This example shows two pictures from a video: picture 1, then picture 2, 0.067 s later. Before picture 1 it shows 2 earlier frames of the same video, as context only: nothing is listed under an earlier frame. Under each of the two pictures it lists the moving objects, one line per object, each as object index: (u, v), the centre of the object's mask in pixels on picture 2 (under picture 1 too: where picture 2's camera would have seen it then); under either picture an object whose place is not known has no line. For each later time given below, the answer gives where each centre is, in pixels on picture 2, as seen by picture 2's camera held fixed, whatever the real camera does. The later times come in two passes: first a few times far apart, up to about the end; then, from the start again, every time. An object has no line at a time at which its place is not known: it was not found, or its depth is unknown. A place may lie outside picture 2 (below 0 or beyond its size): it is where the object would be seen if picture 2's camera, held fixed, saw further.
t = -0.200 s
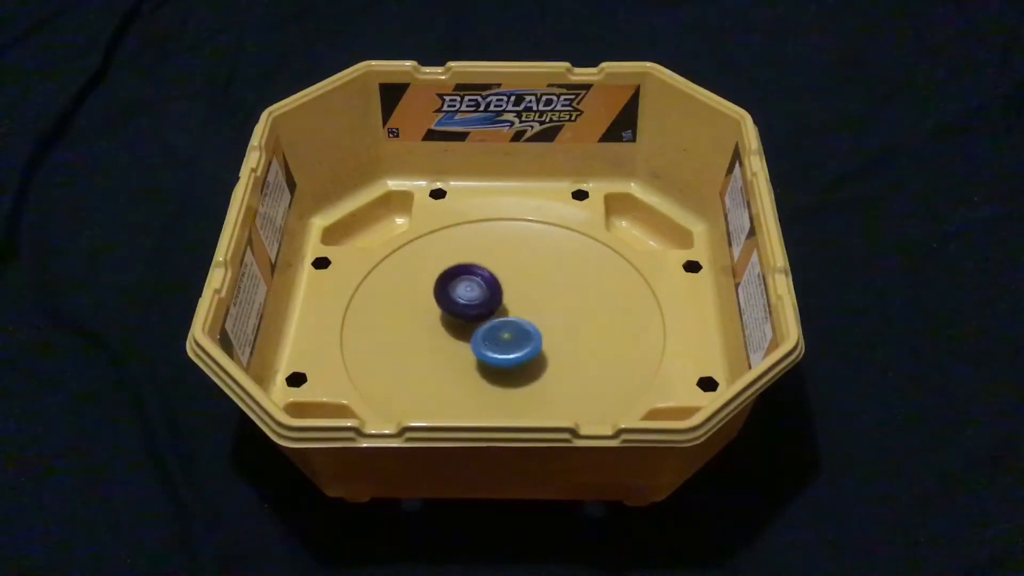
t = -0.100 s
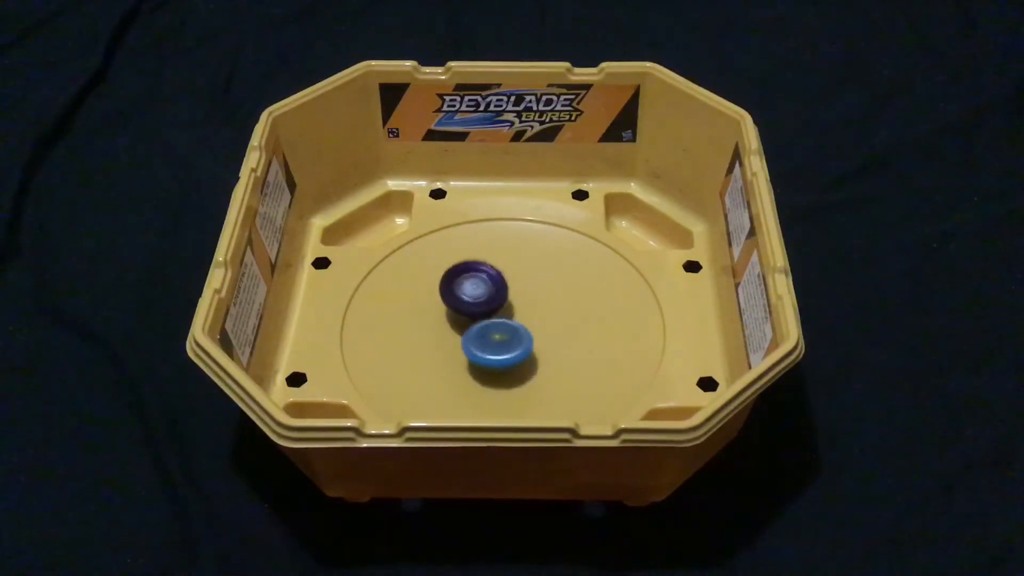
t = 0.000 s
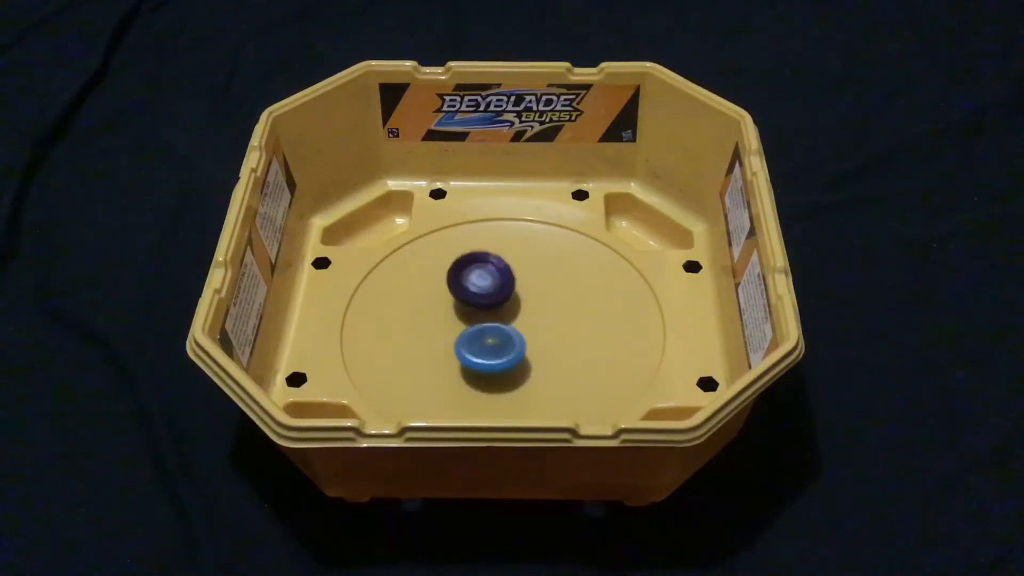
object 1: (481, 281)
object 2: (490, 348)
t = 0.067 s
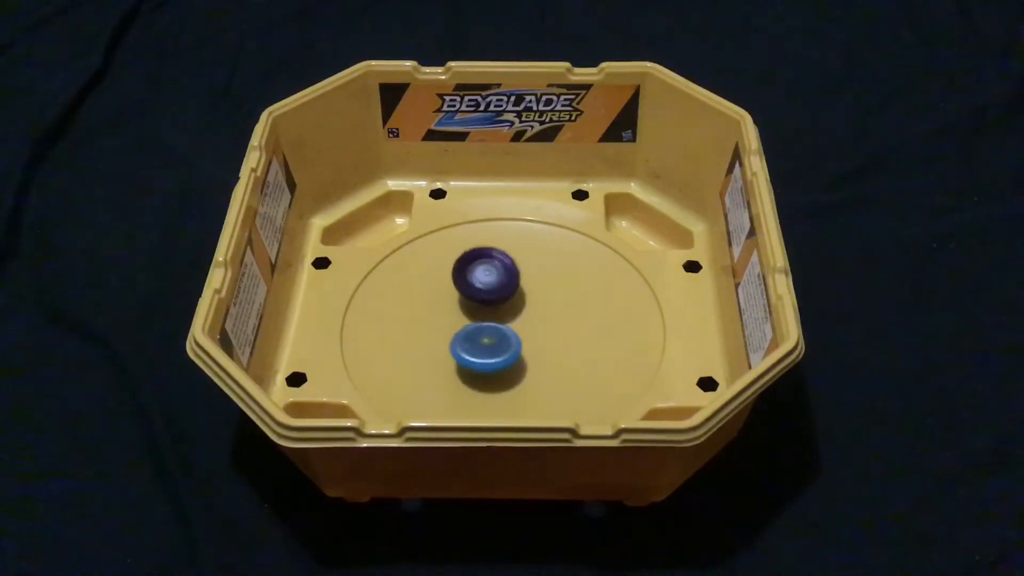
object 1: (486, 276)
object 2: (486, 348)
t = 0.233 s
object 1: (499, 271)
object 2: (477, 341)
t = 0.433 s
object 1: (513, 272)
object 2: (469, 323)
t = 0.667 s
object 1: (537, 279)
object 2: (459, 305)
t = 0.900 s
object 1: (549, 294)
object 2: (467, 292)
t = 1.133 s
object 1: (545, 314)
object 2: (489, 285)
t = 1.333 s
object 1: (538, 340)
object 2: (496, 275)
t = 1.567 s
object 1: (516, 352)
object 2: (507, 280)
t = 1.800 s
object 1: (488, 347)
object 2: (519, 297)
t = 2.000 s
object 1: (447, 347)
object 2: (544, 293)
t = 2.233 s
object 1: (432, 330)
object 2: (547, 296)
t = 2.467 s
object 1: (443, 305)
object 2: (530, 308)
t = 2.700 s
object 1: (451, 274)
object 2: (526, 330)
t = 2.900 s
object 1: (471, 261)
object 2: (515, 340)
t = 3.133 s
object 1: (504, 262)
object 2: (497, 338)
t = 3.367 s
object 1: (535, 279)
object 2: (481, 324)
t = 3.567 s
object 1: (551, 302)
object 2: (476, 307)
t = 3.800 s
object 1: (550, 329)
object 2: (483, 291)
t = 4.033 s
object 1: (528, 347)
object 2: (499, 285)
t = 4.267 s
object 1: (495, 346)
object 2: (516, 291)
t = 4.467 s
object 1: (466, 333)
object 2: (526, 304)
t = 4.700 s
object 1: (446, 309)
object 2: (525, 320)
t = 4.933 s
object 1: (451, 288)
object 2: (510, 331)
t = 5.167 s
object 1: (476, 276)
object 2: (491, 331)
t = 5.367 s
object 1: (508, 267)
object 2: (480, 334)
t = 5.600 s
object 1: (540, 274)
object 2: (478, 325)
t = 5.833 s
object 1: (557, 293)
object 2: (484, 311)
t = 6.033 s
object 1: (559, 313)
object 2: (492, 302)
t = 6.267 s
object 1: (548, 340)
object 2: (488, 289)
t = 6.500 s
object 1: (513, 351)
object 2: (493, 288)
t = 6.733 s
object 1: (442, 360)
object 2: (528, 273)
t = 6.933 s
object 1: (391, 358)
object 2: (560, 252)
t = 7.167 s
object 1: (404, 338)
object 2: (564, 262)
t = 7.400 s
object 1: (468, 271)
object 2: (527, 307)
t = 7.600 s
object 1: (511, 221)
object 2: (477, 350)
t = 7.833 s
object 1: (522, 223)
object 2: (447, 361)
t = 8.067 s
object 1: (543, 287)
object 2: (448, 347)
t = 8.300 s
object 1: (565, 358)
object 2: (492, 303)
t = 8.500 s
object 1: (554, 373)
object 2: (531, 265)
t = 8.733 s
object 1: (508, 355)
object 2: (549, 259)
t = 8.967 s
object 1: (437, 305)
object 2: (538, 284)
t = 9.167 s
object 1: (419, 275)
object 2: (497, 328)
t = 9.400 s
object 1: (443, 272)
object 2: (459, 353)
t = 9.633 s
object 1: (524, 282)
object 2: (452, 347)
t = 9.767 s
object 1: (566, 289)
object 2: (464, 333)
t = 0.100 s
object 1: (489, 275)
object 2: (484, 347)
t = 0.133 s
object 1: (491, 273)
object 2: (482, 346)
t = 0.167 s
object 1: (494, 272)
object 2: (480, 344)
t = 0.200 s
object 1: (497, 272)
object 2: (479, 343)
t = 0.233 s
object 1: (499, 271)
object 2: (477, 341)
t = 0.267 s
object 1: (502, 271)
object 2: (476, 338)
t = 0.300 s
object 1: (504, 270)
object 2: (474, 336)
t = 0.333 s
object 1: (506, 270)
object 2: (473, 333)
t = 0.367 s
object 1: (509, 271)
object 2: (472, 330)
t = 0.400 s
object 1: (511, 271)
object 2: (470, 327)
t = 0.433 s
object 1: (513, 272)
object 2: (469, 323)
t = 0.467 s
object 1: (515, 273)
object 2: (468, 320)
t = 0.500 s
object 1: (517, 274)
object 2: (467, 317)
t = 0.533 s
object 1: (521, 275)
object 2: (465, 315)
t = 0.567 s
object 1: (527, 275)
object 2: (461, 312)
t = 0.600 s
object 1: (530, 277)
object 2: (460, 309)
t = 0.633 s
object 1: (534, 278)
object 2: (459, 307)
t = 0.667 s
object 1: (537, 279)
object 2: (459, 305)
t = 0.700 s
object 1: (539, 281)
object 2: (459, 303)
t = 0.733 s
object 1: (542, 282)
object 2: (459, 300)
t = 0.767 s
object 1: (544, 285)
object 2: (460, 299)
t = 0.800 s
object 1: (546, 288)
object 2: (462, 297)
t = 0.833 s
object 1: (547, 289)
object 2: (463, 295)
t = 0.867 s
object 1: (548, 292)
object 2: (464, 293)
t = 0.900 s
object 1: (549, 294)
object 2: (467, 292)
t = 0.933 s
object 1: (549, 297)
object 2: (469, 290)
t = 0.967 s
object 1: (549, 300)
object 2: (472, 290)
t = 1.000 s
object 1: (549, 303)
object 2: (475, 288)
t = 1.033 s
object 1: (548, 305)
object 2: (478, 288)
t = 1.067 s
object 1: (547, 308)
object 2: (481, 287)
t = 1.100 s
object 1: (546, 311)
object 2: (485, 286)
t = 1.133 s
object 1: (545, 314)
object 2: (489, 285)
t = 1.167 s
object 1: (544, 318)
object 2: (491, 284)
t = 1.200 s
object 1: (545, 325)
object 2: (491, 279)
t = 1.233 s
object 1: (544, 329)
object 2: (492, 277)
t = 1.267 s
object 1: (543, 333)
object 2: (493, 276)
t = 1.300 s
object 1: (541, 336)
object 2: (494, 275)
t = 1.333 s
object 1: (538, 340)
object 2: (496, 275)
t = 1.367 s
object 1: (536, 343)
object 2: (497, 275)
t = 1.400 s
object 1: (533, 345)
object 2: (498, 275)
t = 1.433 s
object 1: (530, 347)
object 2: (500, 276)
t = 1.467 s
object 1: (527, 349)
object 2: (502, 276)
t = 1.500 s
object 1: (524, 350)
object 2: (503, 277)
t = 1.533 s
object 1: (520, 351)
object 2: (505, 278)
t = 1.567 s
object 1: (516, 352)
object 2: (507, 280)
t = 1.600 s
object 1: (513, 352)
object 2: (509, 282)
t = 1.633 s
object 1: (509, 352)
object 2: (511, 284)
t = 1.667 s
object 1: (505, 352)
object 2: (512, 287)
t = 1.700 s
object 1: (501, 351)
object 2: (514, 289)
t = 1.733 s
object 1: (497, 350)
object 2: (516, 292)
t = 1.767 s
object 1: (493, 348)
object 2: (517, 295)
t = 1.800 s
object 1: (488, 347)
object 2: (519, 297)
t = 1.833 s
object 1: (483, 345)
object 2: (521, 300)
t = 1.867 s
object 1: (471, 348)
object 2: (530, 296)
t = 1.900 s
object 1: (461, 349)
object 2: (537, 294)
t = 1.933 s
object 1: (456, 349)
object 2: (539, 294)
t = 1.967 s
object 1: (451, 348)
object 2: (542, 293)
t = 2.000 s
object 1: (447, 347)
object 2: (544, 293)
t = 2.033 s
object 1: (443, 345)
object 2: (546, 293)
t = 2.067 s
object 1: (440, 343)
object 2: (547, 293)
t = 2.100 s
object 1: (437, 340)
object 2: (547, 293)
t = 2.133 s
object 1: (436, 338)
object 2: (548, 294)
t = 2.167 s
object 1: (434, 336)
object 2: (548, 294)
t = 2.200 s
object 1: (433, 333)
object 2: (548, 295)
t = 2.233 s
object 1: (432, 330)
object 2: (547, 296)
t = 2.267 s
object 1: (433, 326)
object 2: (545, 297)
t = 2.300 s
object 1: (433, 323)
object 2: (544, 298)
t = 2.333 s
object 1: (434, 319)
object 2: (541, 300)
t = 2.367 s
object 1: (435, 315)
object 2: (539, 302)
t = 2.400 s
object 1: (437, 312)
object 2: (536, 304)
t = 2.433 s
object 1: (440, 308)
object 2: (533, 306)
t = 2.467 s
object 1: (443, 305)
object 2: (530, 308)
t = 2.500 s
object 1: (447, 302)
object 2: (526, 310)
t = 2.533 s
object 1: (450, 299)
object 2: (523, 312)
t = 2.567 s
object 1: (450, 292)
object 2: (523, 317)
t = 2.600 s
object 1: (447, 285)
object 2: (527, 322)
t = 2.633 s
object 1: (447, 280)
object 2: (527, 326)
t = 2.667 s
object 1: (449, 277)
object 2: (526, 328)
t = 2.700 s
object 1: (451, 274)
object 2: (526, 330)
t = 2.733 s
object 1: (453, 271)
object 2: (524, 332)
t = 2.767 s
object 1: (456, 268)
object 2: (523, 334)
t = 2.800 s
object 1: (460, 265)
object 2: (521, 336)
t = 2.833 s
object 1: (463, 264)
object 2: (519, 337)
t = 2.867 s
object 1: (467, 262)
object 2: (518, 338)
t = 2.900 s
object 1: (471, 261)
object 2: (515, 340)
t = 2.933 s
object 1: (475, 260)
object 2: (513, 340)
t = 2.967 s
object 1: (480, 259)
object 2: (511, 340)
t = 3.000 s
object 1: (485, 259)
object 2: (508, 341)
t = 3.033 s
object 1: (489, 259)
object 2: (505, 341)
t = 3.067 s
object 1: (494, 259)
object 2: (502, 340)
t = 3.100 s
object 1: (499, 261)
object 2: (500, 339)
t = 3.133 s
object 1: (504, 262)
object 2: (497, 338)
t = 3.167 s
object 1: (509, 264)
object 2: (494, 337)
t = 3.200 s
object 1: (514, 265)
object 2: (491, 335)
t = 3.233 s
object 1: (519, 267)
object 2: (489, 333)
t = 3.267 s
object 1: (524, 270)
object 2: (487, 331)
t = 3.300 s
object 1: (528, 272)
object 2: (484, 329)
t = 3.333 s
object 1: (532, 276)
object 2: (482, 327)
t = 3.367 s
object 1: (535, 279)
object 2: (481, 324)
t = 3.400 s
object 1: (538, 282)
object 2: (480, 321)
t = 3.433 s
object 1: (542, 285)
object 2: (478, 318)
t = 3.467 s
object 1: (544, 290)
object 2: (477, 316)
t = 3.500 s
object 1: (547, 294)
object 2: (476, 313)
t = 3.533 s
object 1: (549, 297)
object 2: (476, 310)
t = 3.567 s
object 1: (551, 302)
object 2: (476, 307)
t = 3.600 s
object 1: (552, 306)
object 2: (476, 305)
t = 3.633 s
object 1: (553, 309)
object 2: (477, 302)
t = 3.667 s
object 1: (553, 313)
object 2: (477, 300)
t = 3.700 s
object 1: (553, 317)
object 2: (478, 297)
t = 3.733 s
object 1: (552, 321)
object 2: (479, 295)
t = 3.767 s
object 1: (551, 324)
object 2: (481, 293)
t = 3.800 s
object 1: (550, 329)
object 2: (483, 291)
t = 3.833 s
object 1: (548, 332)
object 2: (485, 289)
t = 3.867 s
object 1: (545, 335)
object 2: (487, 288)
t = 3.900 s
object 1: (542, 338)
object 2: (489, 287)
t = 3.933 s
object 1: (539, 341)
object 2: (492, 286)
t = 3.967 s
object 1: (535, 343)
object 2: (494, 285)
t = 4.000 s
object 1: (531, 345)
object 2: (497, 285)
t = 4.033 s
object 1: (528, 347)
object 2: (499, 285)
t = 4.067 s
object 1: (523, 348)
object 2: (502, 285)
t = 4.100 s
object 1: (519, 349)
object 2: (504, 285)
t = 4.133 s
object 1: (514, 349)
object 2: (507, 286)
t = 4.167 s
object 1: (509, 349)
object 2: (509, 287)
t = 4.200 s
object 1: (504, 349)
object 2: (512, 288)
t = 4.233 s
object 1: (499, 348)
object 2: (514, 289)
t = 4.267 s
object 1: (495, 346)
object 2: (516, 291)
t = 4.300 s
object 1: (490, 344)
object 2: (518, 293)
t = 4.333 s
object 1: (485, 343)
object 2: (520, 295)
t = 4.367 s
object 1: (481, 341)
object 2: (522, 297)
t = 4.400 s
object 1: (475, 338)
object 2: (523, 299)
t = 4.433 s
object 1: (471, 336)
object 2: (525, 301)
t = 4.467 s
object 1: (466, 333)
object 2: (526, 304)
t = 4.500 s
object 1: (462, 330)
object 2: (526, 306)
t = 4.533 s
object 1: (458, 327)
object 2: (527, 309)
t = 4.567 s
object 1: (455, 324)
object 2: (527, 311)
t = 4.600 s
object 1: (452, 320)
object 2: (527, 313)
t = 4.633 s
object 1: (450, 316)
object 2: (527, 315)
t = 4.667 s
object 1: (448, 312)
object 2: (526, 318)
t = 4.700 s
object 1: (446, 309)
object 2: (525, 320)
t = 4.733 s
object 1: (445, 306)
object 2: (523, 322)
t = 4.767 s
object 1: (445, 302)
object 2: (521, 324)
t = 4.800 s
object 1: (446, 299)
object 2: (520, 326)
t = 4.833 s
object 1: (446, 296)
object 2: (517, 327)
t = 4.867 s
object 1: (447, 293)
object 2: (515, 328)
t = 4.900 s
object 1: (449, 291)
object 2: (513, 330)
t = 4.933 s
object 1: (451, 288)
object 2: (510, 331)
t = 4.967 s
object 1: (454, 285)
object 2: (508, 332)
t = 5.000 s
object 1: (456, 283)
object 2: (505, 332)
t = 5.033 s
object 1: (460, 281)
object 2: (502, 332)
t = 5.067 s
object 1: (463, 280)
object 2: (499, 333)
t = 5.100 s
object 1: (467, 278)
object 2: (496, 332)
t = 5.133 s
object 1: (471, 277)
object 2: (494, 332)
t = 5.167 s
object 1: (476, 276)
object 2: (491, 331)
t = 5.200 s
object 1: (481, 272)
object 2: (488, 334)
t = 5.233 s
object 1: (487, 271)
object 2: (486, 335)
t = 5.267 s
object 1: (492, 269)
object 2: (484, 335)
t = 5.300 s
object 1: (498, 268)
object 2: (483, 335)
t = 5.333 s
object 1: (503, 268)
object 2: (481, 335)
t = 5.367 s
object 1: (508, 267)
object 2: (480, 334)
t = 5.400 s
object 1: (514, 267)
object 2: (479, 334)
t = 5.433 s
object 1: (519, 267)
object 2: (479, 332)
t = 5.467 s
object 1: (524, 268)
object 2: (478, 331)
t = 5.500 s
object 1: (528, 269)
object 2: (478, 330)
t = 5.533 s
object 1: (532, 270)
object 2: (477, 328)
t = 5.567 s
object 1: (536, 272)
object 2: (477, 326)
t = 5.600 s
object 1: (540, 274)
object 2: (478, 325)
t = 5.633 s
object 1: (543, 276)
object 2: (479, 323)
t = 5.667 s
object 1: (545, 278)
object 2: (480, 321)
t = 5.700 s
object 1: (547, 280)
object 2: (481, 319)
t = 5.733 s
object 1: (549, 283)
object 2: (483, 317)
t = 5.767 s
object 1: (550, 286)
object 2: (485, 315)
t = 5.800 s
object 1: (552, 289)
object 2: (486, 313)
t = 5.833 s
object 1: (557, 293)
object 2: (484, 311)
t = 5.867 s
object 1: (558, 296)
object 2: (485, 309)
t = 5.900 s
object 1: (560, 299)
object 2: (485, 307)
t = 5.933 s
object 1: (560, 303)
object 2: (487, 306)
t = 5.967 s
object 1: (560, 306)
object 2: (488, 304)
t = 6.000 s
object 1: (560, 309)
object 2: (490, 303)
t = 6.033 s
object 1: (559, 313)
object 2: (492, 302)
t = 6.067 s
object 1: (558, 317)
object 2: (493, 300)
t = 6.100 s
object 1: (559, 322)
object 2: (490, 297)
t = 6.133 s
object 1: (558, 327)
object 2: (487, 295)
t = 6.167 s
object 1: (556, 331)
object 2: (487, 293)
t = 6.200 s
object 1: (554, 334)
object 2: (487, 291)
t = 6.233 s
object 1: (551, 337)
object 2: (487, 290)
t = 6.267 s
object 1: (548, 340)
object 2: (488, 289)
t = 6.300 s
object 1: (544, 344)
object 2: (488, 288)
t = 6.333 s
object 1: (539, 346)
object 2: (488, 287)
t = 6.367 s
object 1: (534, 348)
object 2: (488, 287)
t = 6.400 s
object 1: (529, 349)
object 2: (489, 287)
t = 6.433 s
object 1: (524, 350)
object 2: (490, 287)
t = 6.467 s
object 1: (519, 351)
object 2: (492, 288)
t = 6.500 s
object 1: (513, 351)
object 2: (493, 288)
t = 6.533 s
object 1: (507, 351)
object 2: (494, 289)
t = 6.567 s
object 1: (501, 350)
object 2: (495, 290)
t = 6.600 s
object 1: (495, 349)
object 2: (497, 292)
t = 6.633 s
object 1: (488, 347)
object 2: (498, 294)
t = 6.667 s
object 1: (481, 347)
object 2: (500, 295)
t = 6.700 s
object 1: (460, 355)
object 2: (516, 283)
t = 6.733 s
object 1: (442, 360)
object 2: (528, 273)
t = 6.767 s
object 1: (426, 362)
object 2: (538, 266)
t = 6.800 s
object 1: (414, 362)
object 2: (545, 261)
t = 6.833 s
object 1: (404, 363)
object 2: (550, 257)
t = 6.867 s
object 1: (397, 362)
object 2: (553, 255)
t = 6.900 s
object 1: (393, 361)
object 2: (557, 253)
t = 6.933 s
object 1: (391, 358)
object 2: (560, 252)
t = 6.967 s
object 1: (390, 356)
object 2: (561, 251)
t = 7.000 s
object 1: (390, 355)
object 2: (563, 252)
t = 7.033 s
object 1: (390, 353)
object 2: (565, 253)
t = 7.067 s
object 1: (392, 351)
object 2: (566, 254)
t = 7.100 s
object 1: (395, 347)
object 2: (565, 257)
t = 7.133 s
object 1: (399, 343)
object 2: (565, 260)
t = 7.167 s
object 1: (404, 338)
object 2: (564, 262)
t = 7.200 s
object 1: (411, 331)
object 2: (561, 265)
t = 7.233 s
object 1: (419, 323)
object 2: (558, 270)
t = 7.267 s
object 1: (428, 315)
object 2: (555, 275)
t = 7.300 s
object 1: (438, 304)
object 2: (549, 282)
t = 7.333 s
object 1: (449, 293)
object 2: (541, 290)
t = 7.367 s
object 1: (459, 282)
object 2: (534, 299)
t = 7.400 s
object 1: (468, 271)
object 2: (527, 307)
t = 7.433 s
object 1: (477, 260)
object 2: (517, 315)
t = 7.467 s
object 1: (484, 250)
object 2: (509, 323)
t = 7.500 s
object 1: (492, 241)
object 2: (500, 331)
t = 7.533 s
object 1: (499, 233)
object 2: (492, 338)
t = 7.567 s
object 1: (505, 225)
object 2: (484, 345)
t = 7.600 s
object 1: (511, 221)
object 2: (477, 350)
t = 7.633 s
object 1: (515, 218)
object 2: (470, 354)
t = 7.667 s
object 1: (517, 217)
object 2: (463, 358)
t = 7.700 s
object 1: (519, 217)
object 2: (459, 360)
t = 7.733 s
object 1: (519, 217)
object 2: (455, 360)
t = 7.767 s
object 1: (520, 218)
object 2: (451, 361)
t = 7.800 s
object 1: (521, 220)
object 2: (449, 362)
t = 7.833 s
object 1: (522, 223)
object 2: (447, 361)
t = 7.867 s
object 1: (523, 228)
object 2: (444, 360)
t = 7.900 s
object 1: (525, 234)
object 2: (443, 360)
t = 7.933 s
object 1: (528, 242)
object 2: (443, 357)
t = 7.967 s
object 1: (531, 253)
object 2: (443, 355)
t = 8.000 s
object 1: (534, 264)
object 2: (444, 353)
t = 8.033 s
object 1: (538, 275)
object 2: (446, 351)
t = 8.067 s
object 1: (543, 287)
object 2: (448, 347)
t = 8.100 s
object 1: (547, 300)
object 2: (452, 343)
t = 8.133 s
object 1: (551, 312)
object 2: (458, 338)
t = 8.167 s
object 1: (555, 323)
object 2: (463, 331)
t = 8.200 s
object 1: (558, 333)
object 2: (470, 325)
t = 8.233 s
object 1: (562, 343)
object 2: (477, 318)
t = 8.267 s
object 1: (564, 351)
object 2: (484, 310)
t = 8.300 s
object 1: (565, 358)
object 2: (492, 303)
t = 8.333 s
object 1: (565, 363)
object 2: (499, 295)
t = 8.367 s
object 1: (564, 367)
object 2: (506, 288)
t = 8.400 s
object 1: (562, 369)
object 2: (513, 281)
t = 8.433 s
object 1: (560, 371)
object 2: (519, 275)
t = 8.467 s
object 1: (557, 372)
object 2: (525, 270)
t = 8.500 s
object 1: (554, 373)
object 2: (531, 265)
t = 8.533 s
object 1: (551, 373)
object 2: (536, 262)
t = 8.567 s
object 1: (547, 372)
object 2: (539, 261)
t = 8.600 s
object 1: (542, 371)
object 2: (542, 258)
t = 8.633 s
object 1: (536, 368)
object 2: (543, 258)
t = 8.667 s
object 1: (528, 365)
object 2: (546, 258)
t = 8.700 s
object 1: (519, 361)
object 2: (548, 258)
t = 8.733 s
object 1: (508, 355)
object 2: (549, 259)
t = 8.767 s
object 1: (498, 350)
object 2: (550, 261)
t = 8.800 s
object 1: (489, 344)
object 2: (549, 262)
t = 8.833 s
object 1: (477, 336)
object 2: (549, 265)
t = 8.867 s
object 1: (466, 329)
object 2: (548, 268)
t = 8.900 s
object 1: (455, 321)
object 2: (545, 272)
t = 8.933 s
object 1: (445, 313)
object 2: (542, 277)
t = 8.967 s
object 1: (437, 305)
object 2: (538, 284)
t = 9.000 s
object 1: (431, 298)
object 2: (532, 291)
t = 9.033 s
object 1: (426, 292)
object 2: (527, 298)
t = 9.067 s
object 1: (421, 287)
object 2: (519, 305)
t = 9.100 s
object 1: (419, 281)
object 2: (512, 313)
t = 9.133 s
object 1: (418, 278)
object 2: (505, 321)
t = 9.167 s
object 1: (419, 275)
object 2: (497, 328)
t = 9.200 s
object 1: (420, 272)
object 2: (490, 334)
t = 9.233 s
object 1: (422, 271)
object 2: (484, 340)
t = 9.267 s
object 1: (424, 271)
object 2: (477, 345)
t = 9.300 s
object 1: (427, 271)
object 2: (471, 349)
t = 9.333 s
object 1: (431, 271)
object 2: (466, 352)
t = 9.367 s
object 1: (437, 271)
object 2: (462, 353)
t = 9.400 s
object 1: (443, 272)
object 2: (459, 353)
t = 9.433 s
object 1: (451, 272)
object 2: (456, 354)
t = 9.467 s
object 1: (461, 274)
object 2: (454, 353)
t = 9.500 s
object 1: (473, 275)
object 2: (452, 353)
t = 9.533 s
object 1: (485, 276)
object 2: (451, 352)
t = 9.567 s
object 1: (497, 278)
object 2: (451, 350)
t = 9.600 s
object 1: (511, 280)
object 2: (451, 349)
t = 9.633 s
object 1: (524, 282)
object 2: (452, 347)
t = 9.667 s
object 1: (537, 283)
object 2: (453, 345)
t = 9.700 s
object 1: (548, 284)
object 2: (456, 342)
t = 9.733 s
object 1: (557, 287)
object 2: (459, 337)
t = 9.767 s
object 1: (566, 289)
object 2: (464, 333)
